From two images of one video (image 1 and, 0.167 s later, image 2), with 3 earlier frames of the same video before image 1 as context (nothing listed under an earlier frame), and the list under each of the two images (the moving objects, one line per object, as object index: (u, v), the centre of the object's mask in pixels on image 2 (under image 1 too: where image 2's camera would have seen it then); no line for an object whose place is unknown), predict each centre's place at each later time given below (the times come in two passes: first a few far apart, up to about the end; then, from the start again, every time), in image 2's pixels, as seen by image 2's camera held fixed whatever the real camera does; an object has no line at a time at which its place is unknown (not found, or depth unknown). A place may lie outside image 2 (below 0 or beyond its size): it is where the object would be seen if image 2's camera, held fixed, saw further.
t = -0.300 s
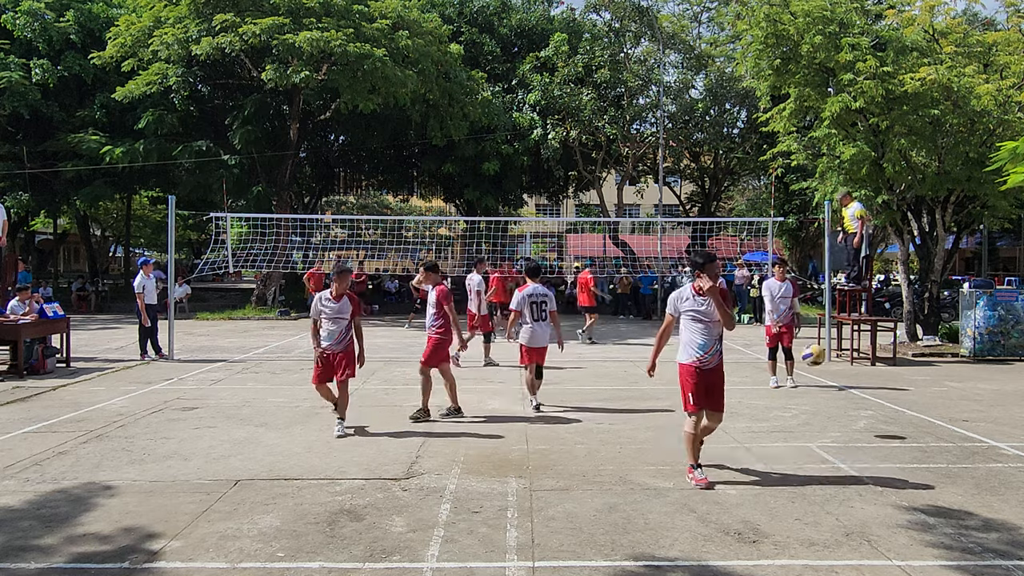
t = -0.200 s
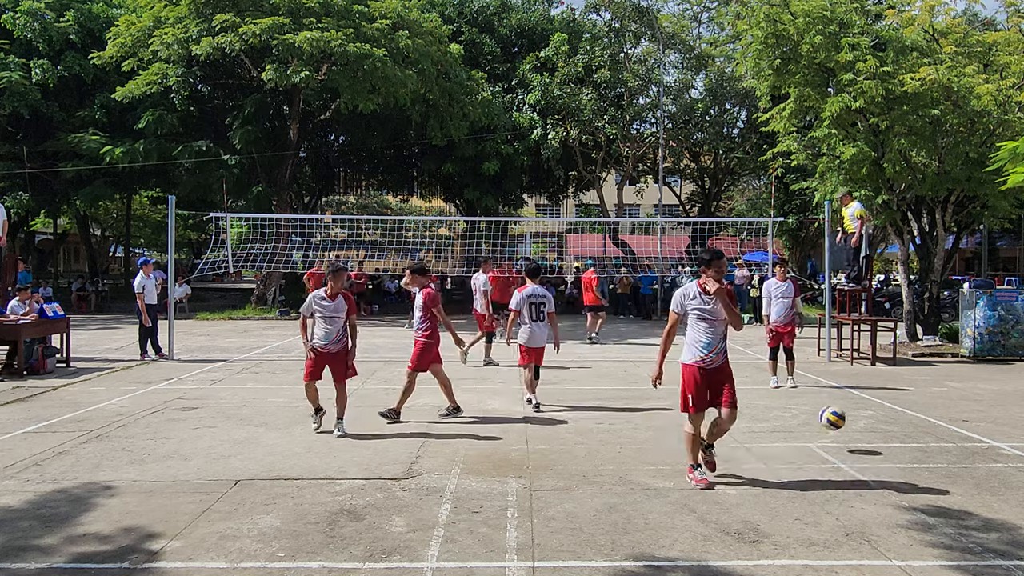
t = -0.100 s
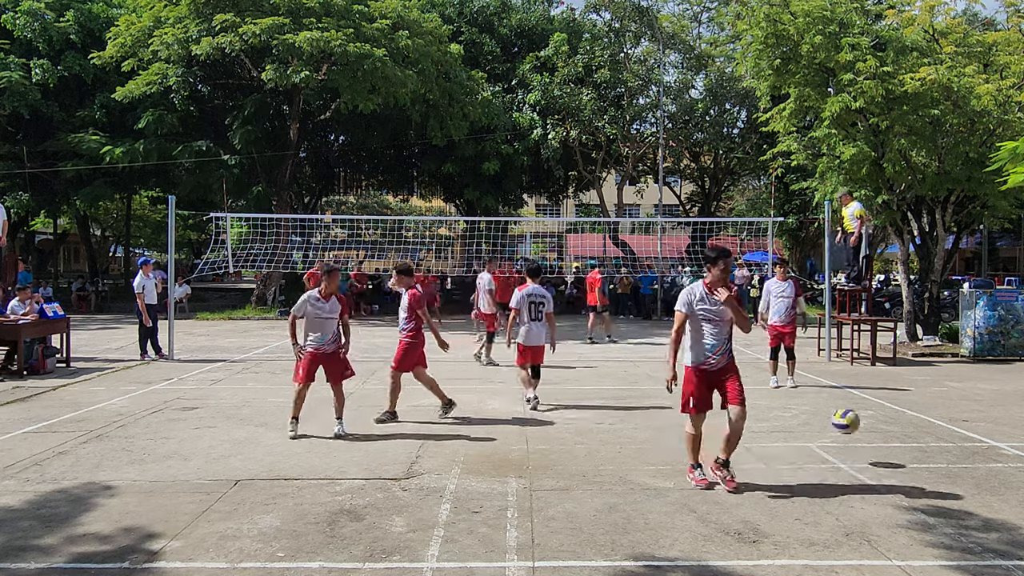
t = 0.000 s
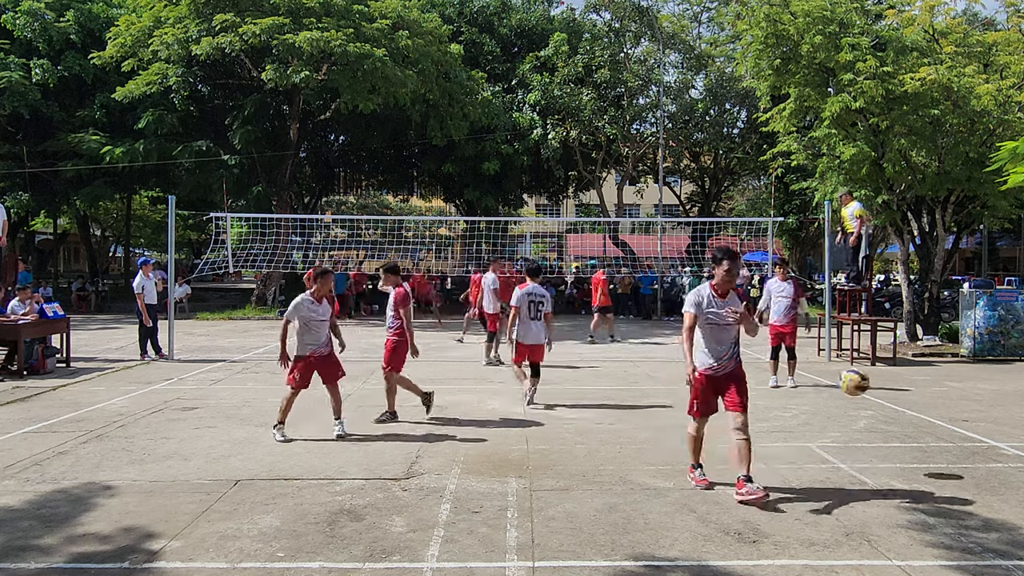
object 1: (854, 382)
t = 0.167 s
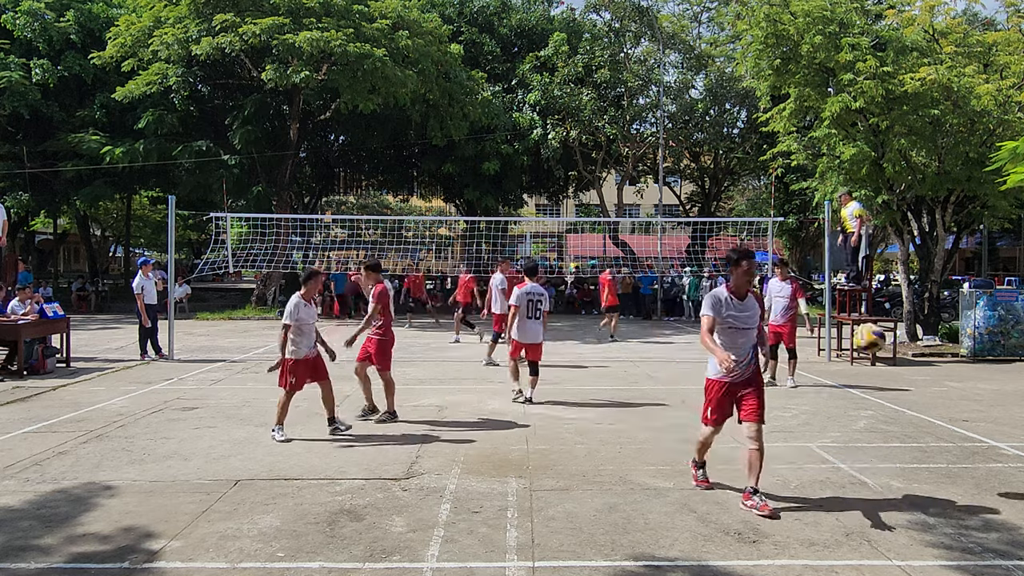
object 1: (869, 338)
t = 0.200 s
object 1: (873, 334)
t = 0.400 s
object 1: (893, 339)
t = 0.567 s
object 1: (915, 397)
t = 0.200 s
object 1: (873, 334)
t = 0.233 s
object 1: (876, 331)
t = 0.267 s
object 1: (879, 329)
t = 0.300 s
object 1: (883, 328)
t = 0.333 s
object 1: (885, 329)
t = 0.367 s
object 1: (890, 333)
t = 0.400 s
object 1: (893, 339)
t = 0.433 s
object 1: (897, 347)
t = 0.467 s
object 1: (902, 355)
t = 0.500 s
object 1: (906, 367)
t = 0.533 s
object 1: (910, 381)
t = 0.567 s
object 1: (915, 397)
